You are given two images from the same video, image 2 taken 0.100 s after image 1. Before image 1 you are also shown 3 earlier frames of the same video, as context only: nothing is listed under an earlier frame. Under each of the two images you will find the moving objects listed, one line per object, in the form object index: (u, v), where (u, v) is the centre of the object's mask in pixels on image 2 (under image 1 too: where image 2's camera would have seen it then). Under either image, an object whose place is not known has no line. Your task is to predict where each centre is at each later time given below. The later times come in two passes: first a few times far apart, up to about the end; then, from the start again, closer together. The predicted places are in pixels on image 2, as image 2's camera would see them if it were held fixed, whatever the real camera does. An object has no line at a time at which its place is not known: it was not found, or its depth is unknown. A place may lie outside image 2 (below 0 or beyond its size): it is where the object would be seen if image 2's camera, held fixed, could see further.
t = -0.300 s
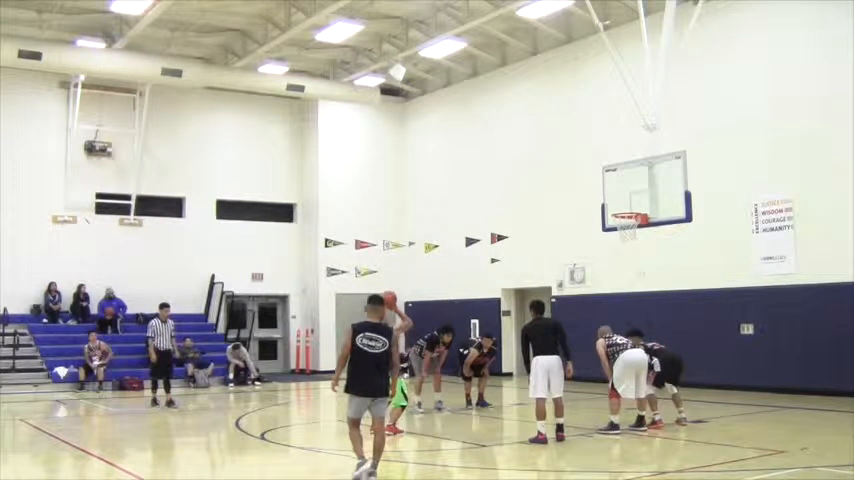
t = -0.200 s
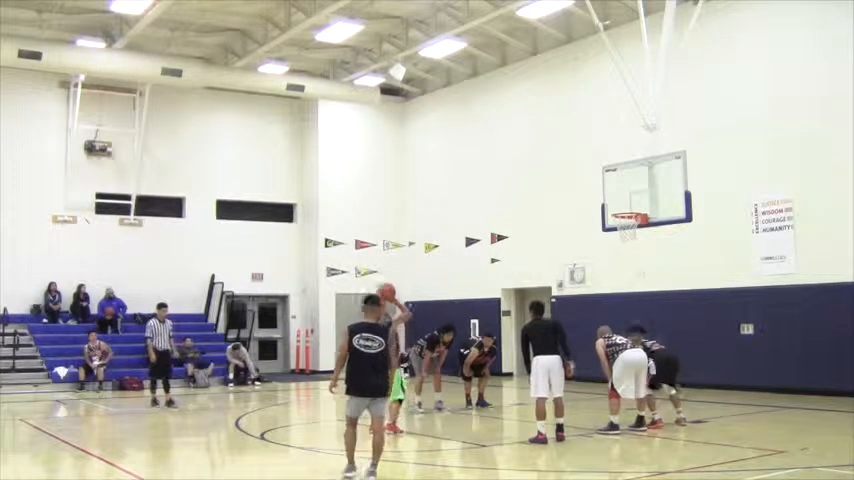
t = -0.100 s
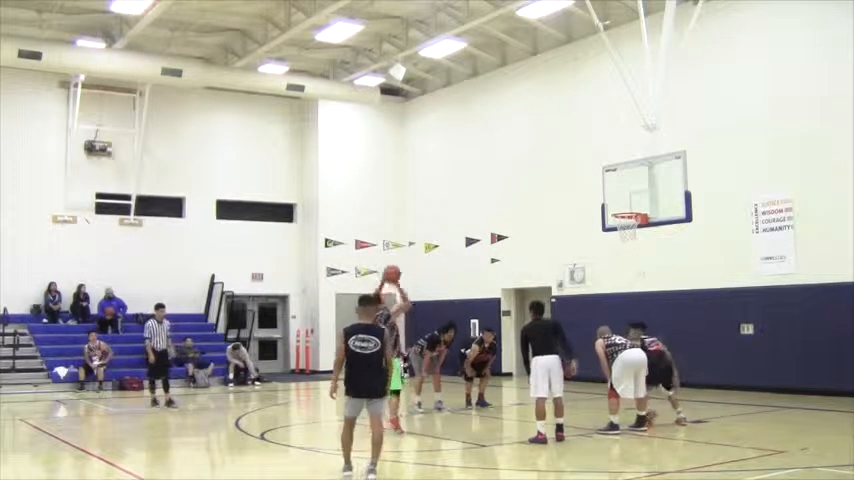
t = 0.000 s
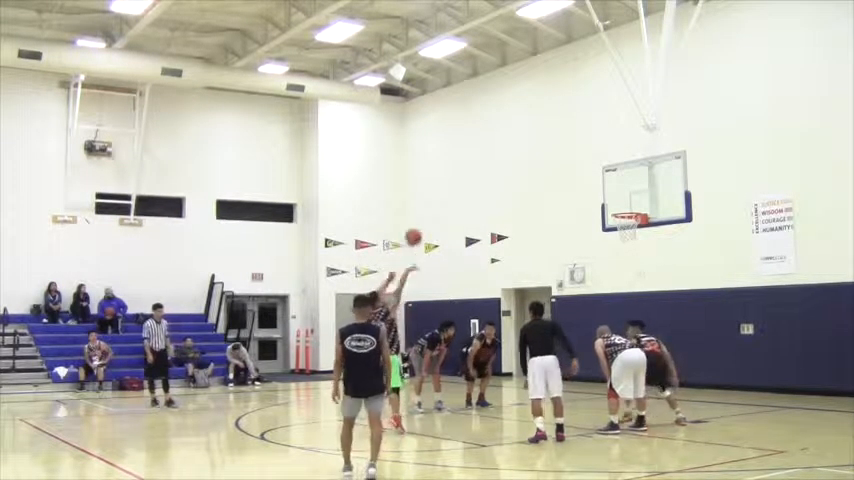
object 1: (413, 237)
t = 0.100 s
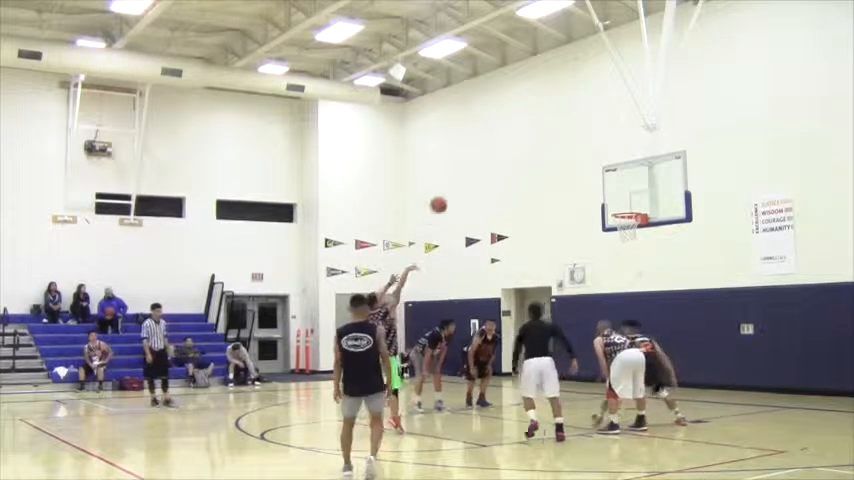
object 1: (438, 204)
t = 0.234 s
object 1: (470, 175)
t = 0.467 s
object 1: (522, 154)
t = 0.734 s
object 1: (576, 173)
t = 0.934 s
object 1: (609, 204)
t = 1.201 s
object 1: (607, 188)
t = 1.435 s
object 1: (605, 205)
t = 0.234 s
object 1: (470, 175)
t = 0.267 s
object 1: (477, 169)
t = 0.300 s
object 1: (485, 165)
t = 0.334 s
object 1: (493, 161)
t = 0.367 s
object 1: (500, 158)
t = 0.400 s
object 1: (507, 155)
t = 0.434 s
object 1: (515, 155)
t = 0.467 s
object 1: (522, 154)
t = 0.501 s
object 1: (529, 154)
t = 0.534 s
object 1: (535, 155)
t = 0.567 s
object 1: (543, 156)
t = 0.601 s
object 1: (549, 158)
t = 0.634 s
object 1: (556, 161)
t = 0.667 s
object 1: (563, 165)
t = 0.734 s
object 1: (576, 173)
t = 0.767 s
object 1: (583, 179)
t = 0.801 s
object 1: (589, 185)
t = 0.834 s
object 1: (596, 191)
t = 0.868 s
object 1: (602, 199)
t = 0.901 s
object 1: (608, 206)
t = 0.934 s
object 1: (609, 204)
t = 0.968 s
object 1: (609, 200)
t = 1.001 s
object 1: (608, 197)
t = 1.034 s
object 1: (608, 193)
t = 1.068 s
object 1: (607, 190)
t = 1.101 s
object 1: (607, 188)
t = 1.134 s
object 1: (607, 188)
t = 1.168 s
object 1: (607, 188)
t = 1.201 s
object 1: (607, 188)
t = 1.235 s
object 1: (607, 188)
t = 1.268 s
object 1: (606, 189)
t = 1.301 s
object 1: (606, 189)
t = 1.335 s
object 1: (606, 192)
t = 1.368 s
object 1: (606, 197)
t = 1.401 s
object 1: (605, 200)
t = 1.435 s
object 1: (605, 205)
